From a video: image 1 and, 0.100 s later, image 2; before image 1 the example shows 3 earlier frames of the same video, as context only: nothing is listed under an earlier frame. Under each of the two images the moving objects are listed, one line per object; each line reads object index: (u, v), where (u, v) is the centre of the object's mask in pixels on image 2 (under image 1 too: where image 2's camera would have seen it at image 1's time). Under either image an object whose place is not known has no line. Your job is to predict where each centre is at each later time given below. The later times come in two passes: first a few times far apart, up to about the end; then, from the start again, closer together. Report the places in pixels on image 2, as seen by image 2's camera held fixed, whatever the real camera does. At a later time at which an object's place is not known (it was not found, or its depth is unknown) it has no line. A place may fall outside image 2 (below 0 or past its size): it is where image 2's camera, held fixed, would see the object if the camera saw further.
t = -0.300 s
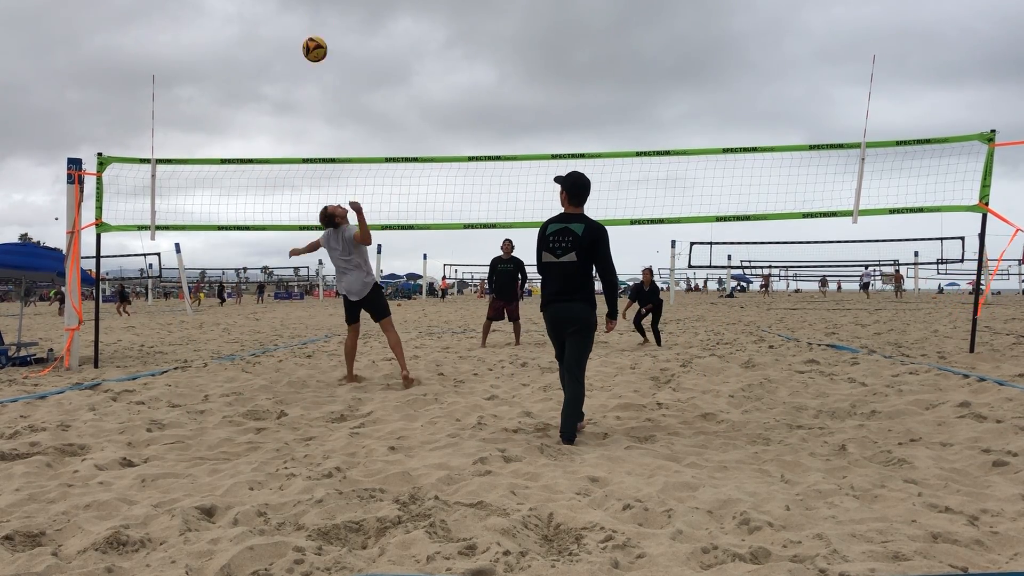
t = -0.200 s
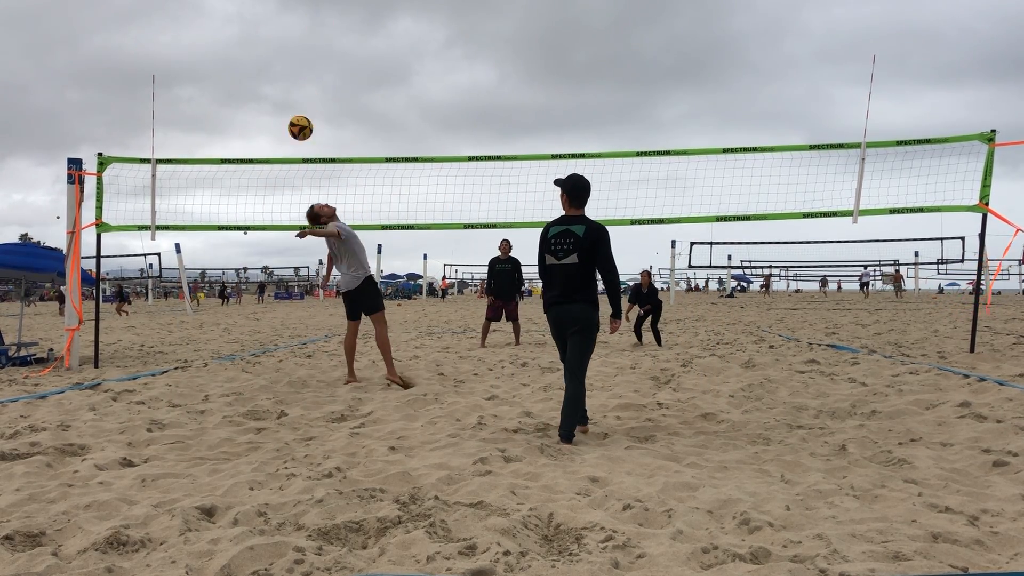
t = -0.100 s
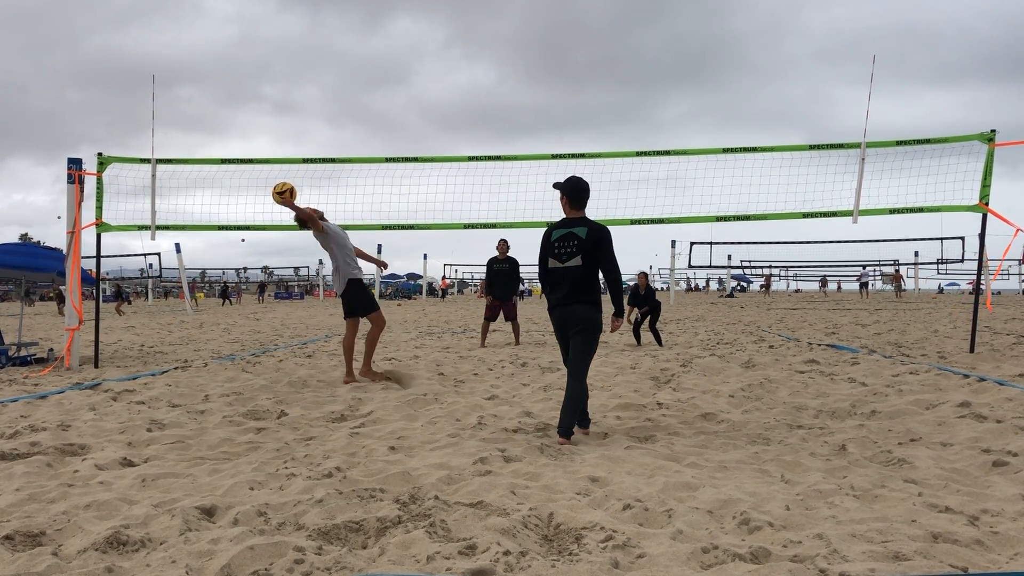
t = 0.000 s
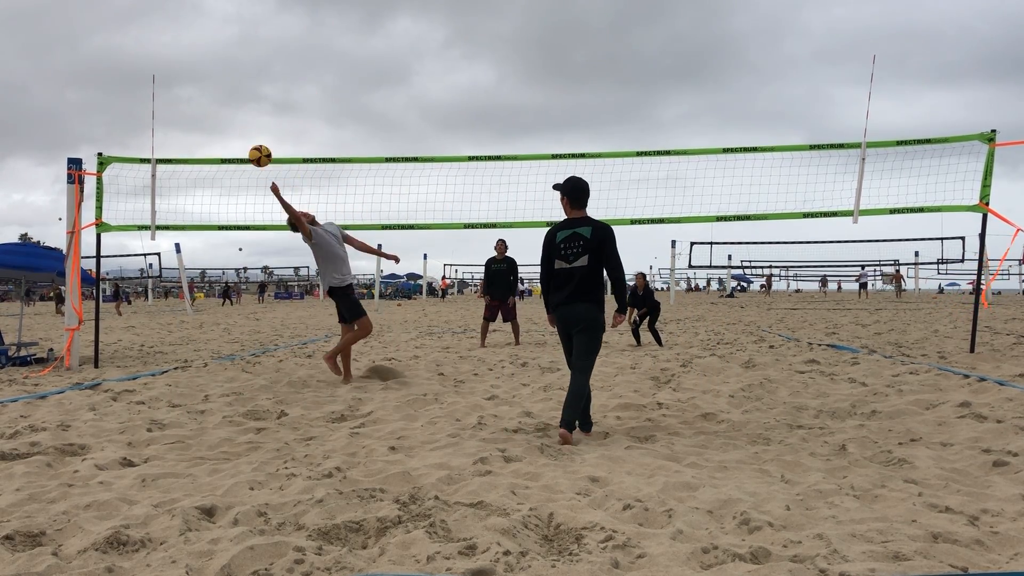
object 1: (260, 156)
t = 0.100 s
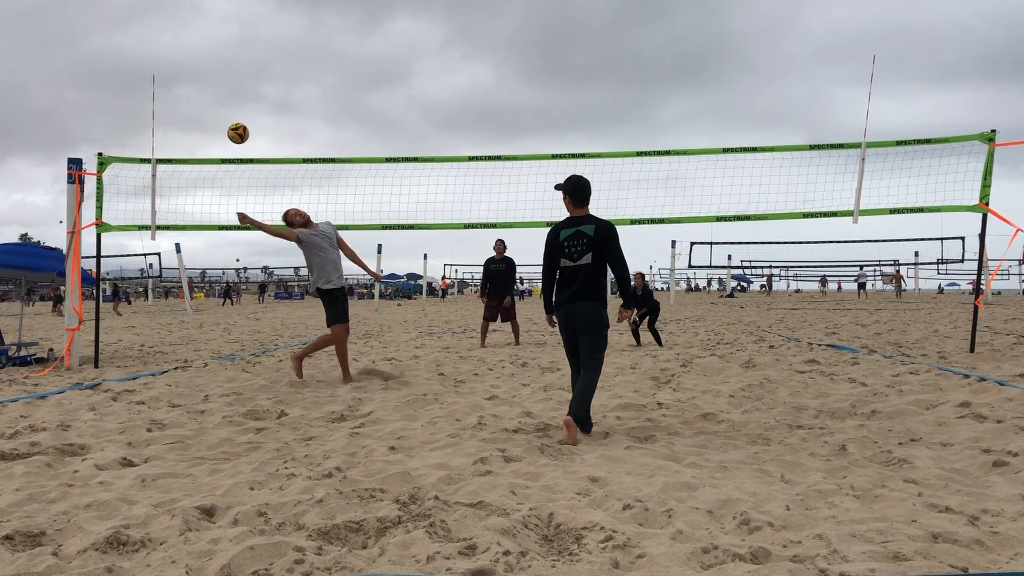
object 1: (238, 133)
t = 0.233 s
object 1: (211, 122)
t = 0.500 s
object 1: (162, 148)
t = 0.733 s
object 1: (125, 209)
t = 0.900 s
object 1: (104, 269)
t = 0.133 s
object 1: (231, 128)
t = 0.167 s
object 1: (224, 125)
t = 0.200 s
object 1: (218, 123)
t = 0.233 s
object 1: (211, 122)
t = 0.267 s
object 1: (204, 122)
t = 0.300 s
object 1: (198, 123)
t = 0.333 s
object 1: (192, 125)
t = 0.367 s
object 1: (186, 127)
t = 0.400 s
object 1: (180, 131)
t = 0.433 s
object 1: (174, 136)
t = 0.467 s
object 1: (168, 141)
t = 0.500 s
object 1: (162, 148)
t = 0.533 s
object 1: (157, 152)
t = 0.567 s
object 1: (150, 162)
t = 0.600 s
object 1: (144, 171)
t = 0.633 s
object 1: (141, 179)
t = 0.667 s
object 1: (135, 188)
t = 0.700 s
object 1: (130, 198)
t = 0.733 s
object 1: (125, 209)
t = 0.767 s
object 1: (120, 219)
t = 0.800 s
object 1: (115, 235)
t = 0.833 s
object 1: (110, 243)
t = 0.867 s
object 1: (107, 256)
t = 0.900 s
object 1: (104, 269)
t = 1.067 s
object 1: (82, 339)
